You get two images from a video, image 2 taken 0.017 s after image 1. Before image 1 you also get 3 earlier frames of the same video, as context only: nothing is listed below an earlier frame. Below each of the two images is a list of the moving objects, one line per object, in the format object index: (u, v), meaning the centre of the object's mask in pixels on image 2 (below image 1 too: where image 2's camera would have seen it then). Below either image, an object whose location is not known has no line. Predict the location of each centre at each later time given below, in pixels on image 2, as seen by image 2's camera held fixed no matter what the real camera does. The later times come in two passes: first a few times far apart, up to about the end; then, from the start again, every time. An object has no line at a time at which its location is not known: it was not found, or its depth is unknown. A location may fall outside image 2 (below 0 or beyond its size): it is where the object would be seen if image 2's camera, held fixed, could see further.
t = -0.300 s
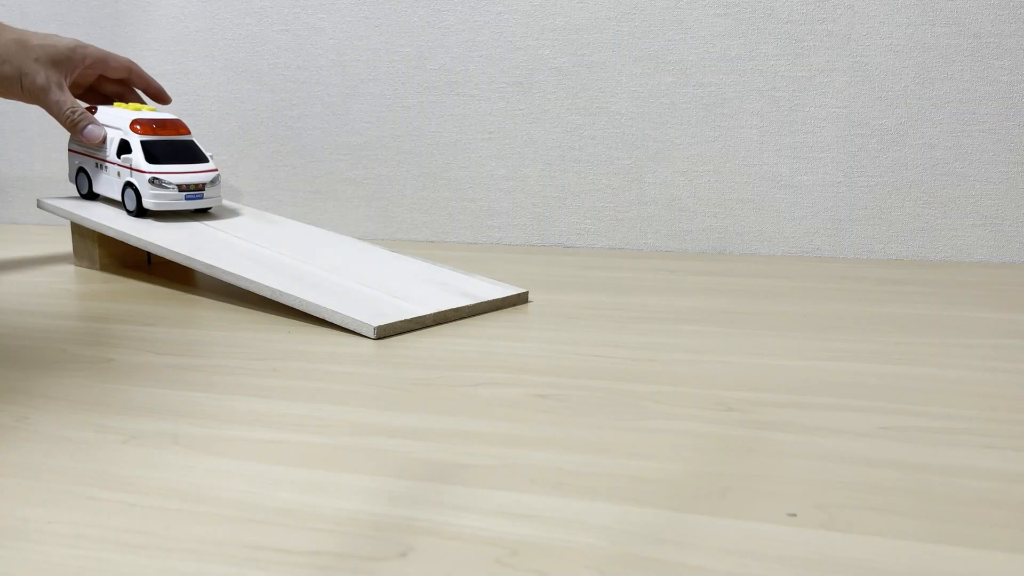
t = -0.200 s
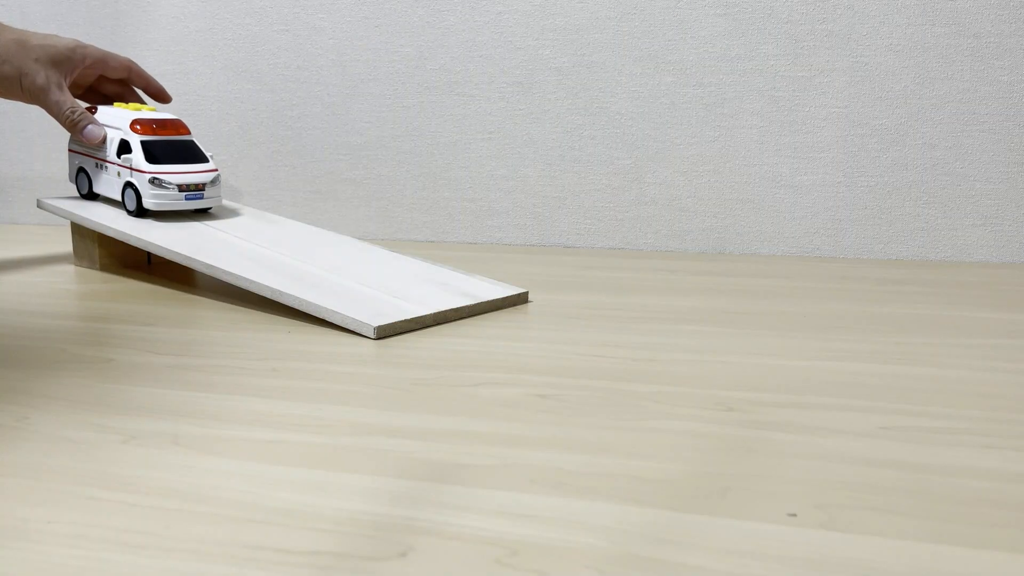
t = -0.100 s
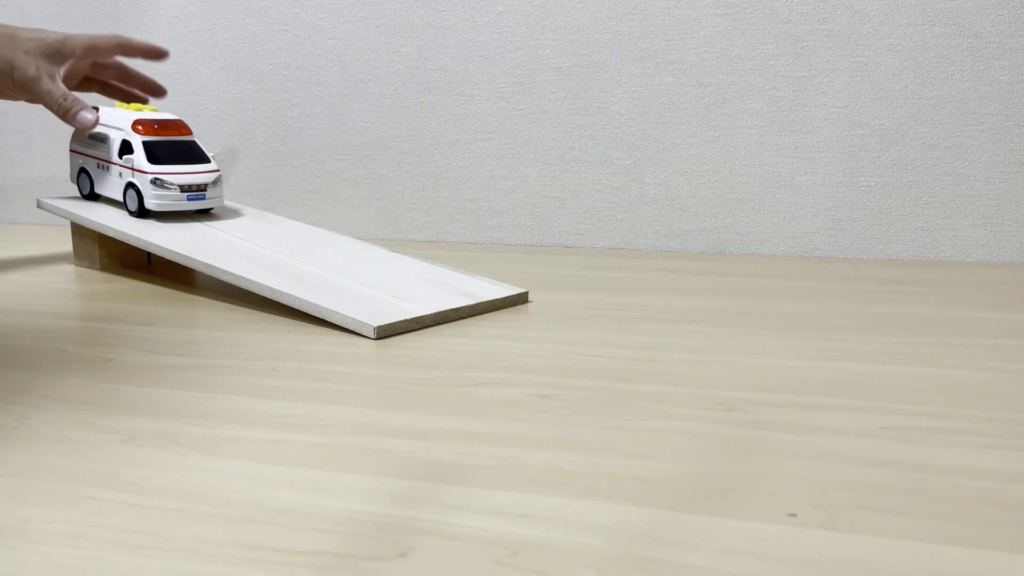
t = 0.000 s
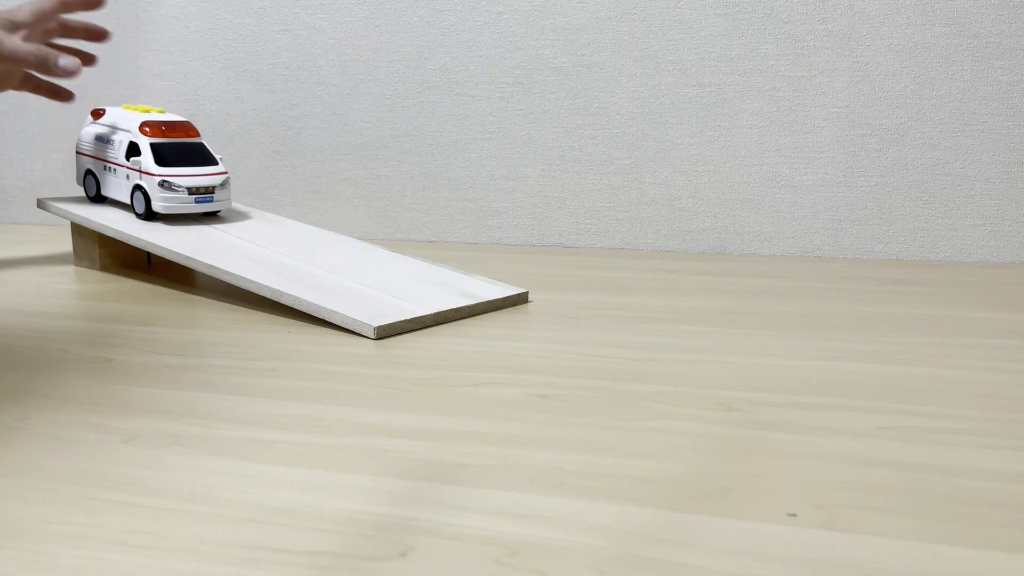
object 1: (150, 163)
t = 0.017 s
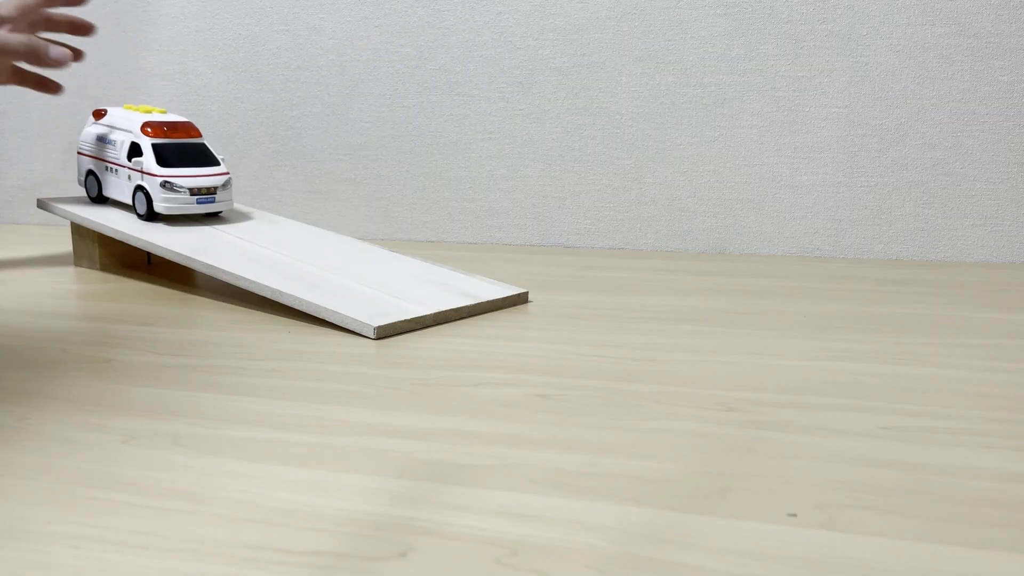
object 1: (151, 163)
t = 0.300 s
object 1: (205, 179)
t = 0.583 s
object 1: (323, 212)
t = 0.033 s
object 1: (153, 164)
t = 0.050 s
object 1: (155, 164)
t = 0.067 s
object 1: (157, 165)
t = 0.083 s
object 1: (160, 166)
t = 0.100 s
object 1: (162, 166)
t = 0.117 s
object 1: (165, 167)
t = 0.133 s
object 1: (168, 168)
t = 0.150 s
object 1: (171, 169)
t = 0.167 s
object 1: (173, 170)
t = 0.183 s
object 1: (177, 171)
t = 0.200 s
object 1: (181, 172)
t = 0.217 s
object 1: (184, 173)
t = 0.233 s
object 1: (188, 174)
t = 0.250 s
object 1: (192, 175)
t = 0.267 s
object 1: (196, 176)
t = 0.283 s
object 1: (201, 177)
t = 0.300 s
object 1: (205, 179)
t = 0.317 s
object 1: (210, 180)
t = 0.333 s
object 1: (216, 181)
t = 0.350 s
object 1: (221, 183)
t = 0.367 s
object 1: (227, 184)
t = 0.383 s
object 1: (233, 186)
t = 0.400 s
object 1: (239, 188)
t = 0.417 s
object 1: (245, 190)
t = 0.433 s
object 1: (251, 192)
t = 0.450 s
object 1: (258, 194)
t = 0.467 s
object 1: (265, 195)
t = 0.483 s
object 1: (273, 198)
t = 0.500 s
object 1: (281, 200)
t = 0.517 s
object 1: (289, 202)
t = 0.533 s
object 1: (297, 204)
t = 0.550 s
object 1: (305, 207)
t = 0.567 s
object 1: (314, 209)
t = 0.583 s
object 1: (323, 212)
